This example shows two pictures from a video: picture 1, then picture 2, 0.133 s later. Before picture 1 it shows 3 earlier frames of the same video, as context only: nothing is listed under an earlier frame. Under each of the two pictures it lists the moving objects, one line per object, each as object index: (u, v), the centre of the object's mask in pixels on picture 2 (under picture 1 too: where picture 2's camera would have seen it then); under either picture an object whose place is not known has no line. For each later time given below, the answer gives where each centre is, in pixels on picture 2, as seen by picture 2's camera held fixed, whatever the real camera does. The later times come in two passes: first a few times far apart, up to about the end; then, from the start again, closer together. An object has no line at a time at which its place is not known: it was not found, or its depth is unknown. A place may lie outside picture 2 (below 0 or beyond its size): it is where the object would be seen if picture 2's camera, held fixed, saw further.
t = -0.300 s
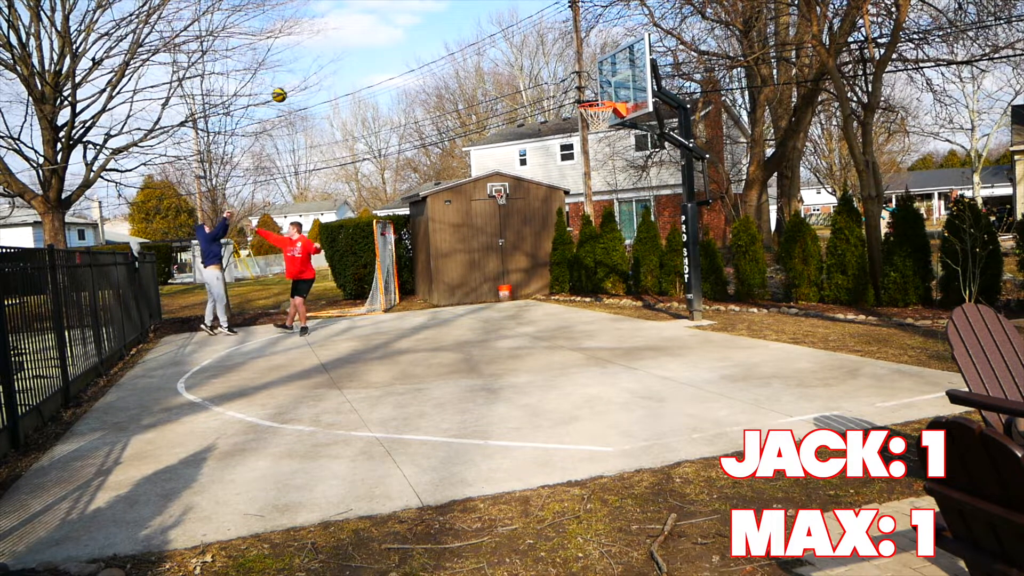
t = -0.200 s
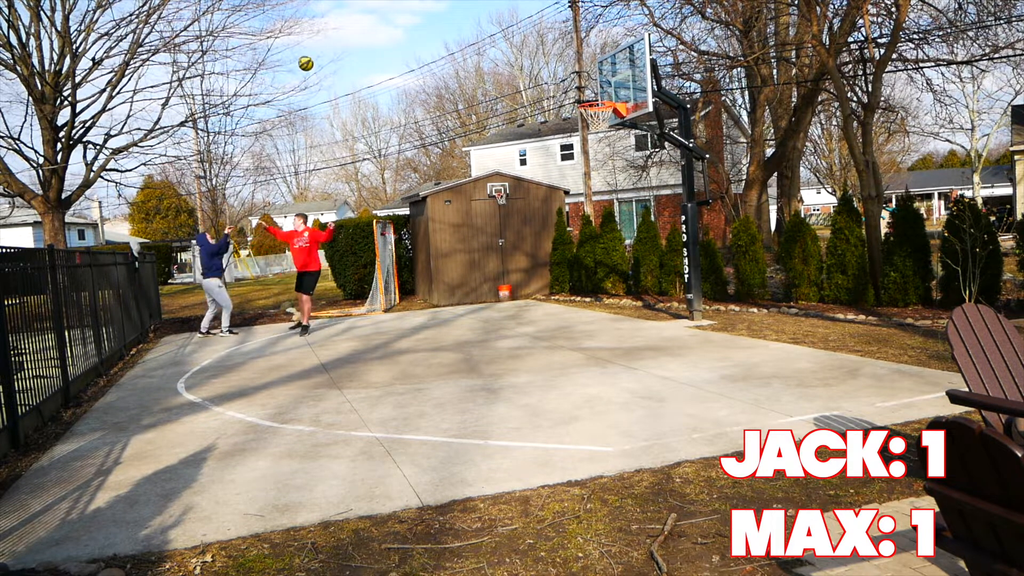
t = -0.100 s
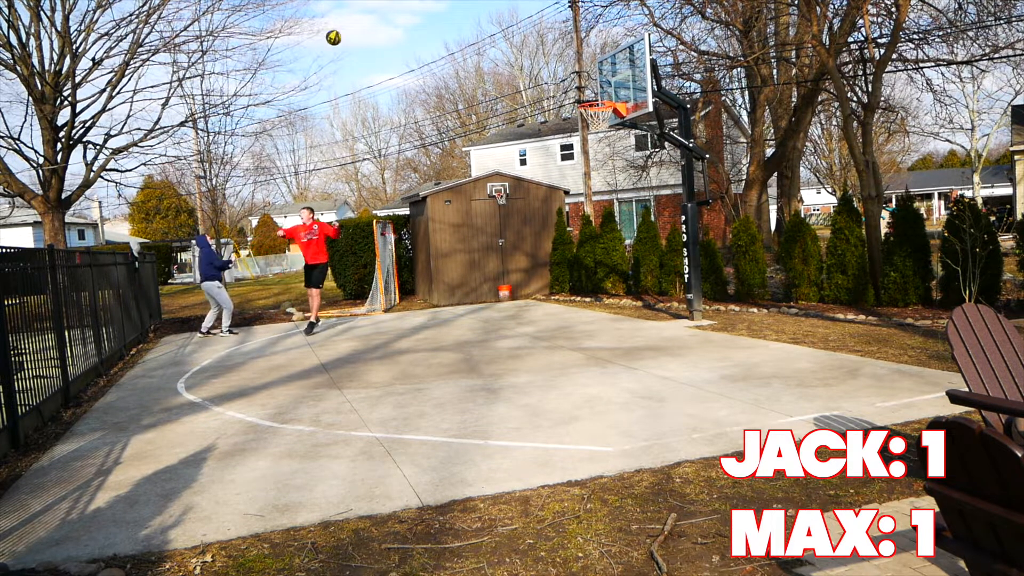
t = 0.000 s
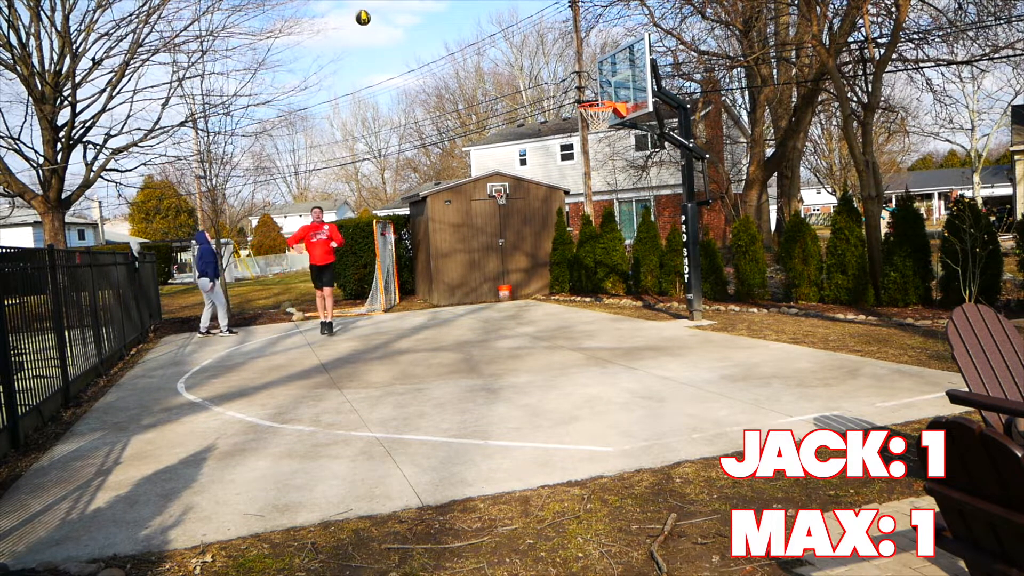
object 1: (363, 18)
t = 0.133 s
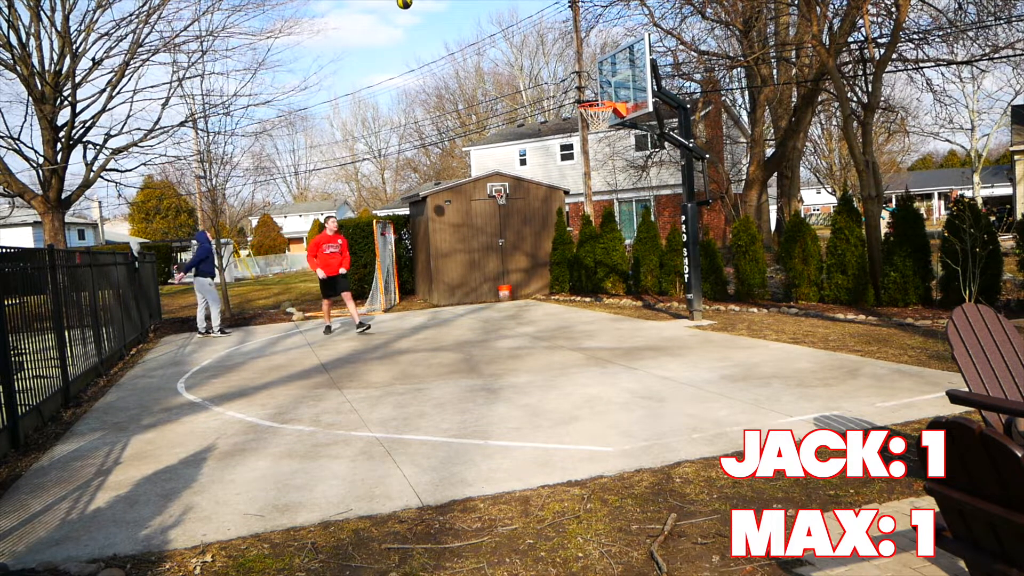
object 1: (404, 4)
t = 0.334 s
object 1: (471, 3)
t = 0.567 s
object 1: (557, 31)
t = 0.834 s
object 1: (592, 99)
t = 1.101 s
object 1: (593, 96)
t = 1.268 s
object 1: (576, 100)
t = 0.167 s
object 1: (415, 3)
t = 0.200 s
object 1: (426, 2)
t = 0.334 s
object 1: (471, 3)
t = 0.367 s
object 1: (483, 4)
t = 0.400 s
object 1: (495, 5)
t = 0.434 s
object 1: (507, 8)
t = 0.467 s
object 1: (519, 12)
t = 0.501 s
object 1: (532, 18)
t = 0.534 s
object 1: (544, 24)
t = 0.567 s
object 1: (557, 31)
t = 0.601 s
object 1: (569, 40)
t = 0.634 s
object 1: (582, 49)
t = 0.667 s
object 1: (595, 59)
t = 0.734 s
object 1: (608, 79)
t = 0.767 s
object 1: (604, 88)
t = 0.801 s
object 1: (599, 96)
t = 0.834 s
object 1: (592, 99)
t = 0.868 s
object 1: (588, 103)
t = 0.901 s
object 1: (591, 99)
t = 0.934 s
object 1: (598, 96)
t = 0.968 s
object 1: (603, 94)
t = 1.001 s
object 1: (607, 94)
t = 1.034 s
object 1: (604, 94)
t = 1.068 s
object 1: (599, 95)
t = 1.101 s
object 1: (593, 96)
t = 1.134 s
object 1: (589, 97)
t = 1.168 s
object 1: (586, 97)
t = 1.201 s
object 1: (583, 98)
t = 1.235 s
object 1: (580, 99)
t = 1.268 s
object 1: (576, 100)
